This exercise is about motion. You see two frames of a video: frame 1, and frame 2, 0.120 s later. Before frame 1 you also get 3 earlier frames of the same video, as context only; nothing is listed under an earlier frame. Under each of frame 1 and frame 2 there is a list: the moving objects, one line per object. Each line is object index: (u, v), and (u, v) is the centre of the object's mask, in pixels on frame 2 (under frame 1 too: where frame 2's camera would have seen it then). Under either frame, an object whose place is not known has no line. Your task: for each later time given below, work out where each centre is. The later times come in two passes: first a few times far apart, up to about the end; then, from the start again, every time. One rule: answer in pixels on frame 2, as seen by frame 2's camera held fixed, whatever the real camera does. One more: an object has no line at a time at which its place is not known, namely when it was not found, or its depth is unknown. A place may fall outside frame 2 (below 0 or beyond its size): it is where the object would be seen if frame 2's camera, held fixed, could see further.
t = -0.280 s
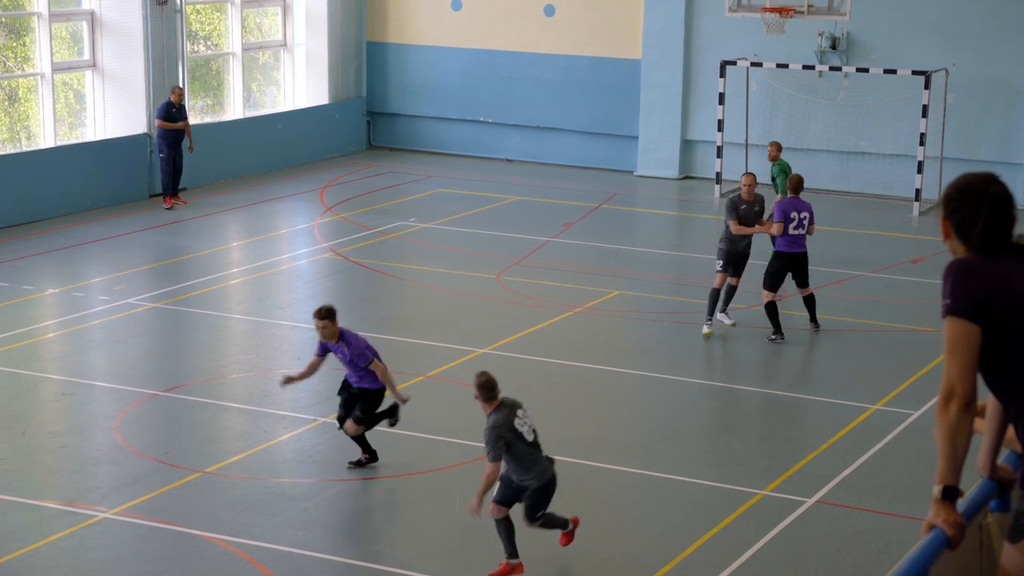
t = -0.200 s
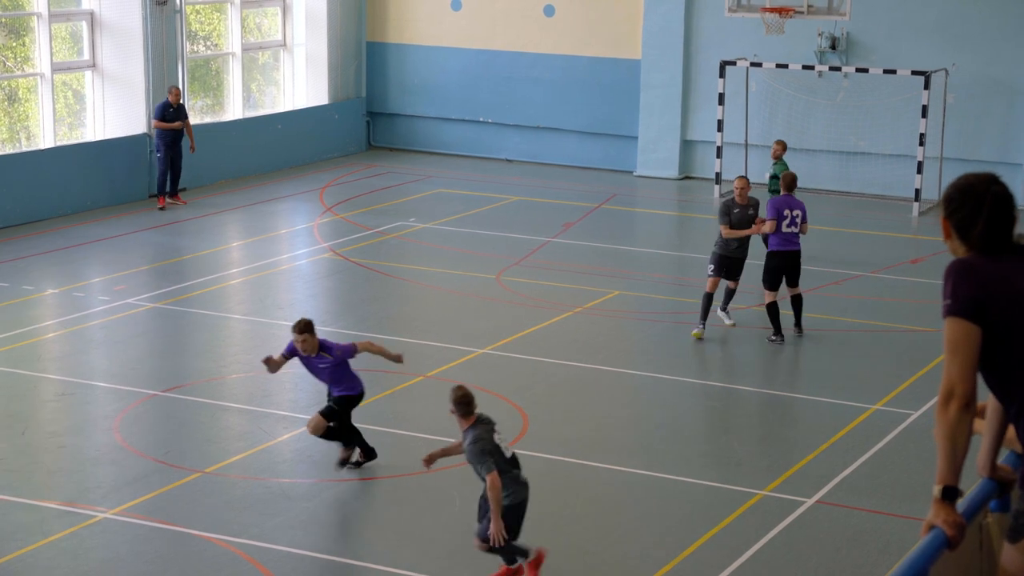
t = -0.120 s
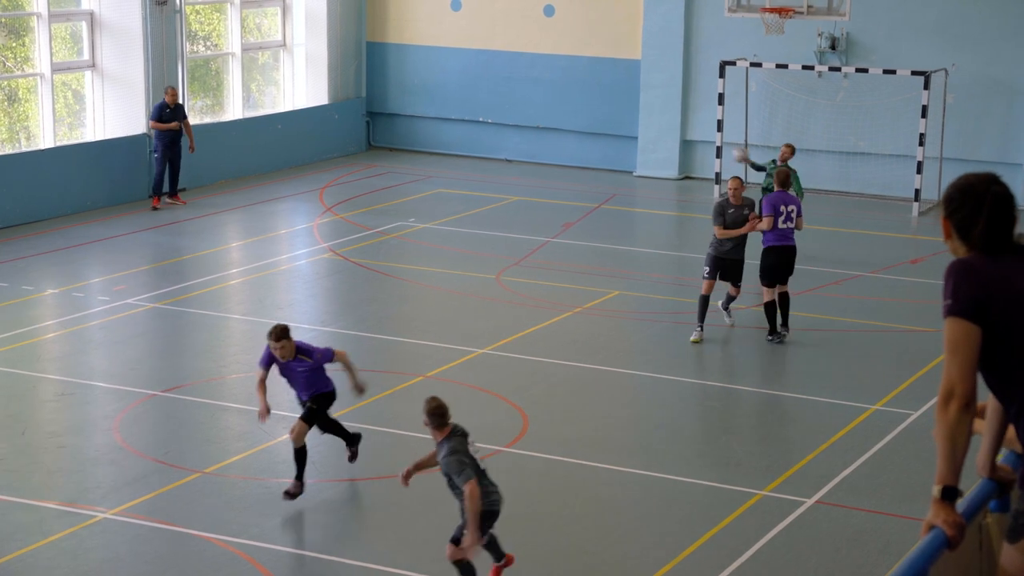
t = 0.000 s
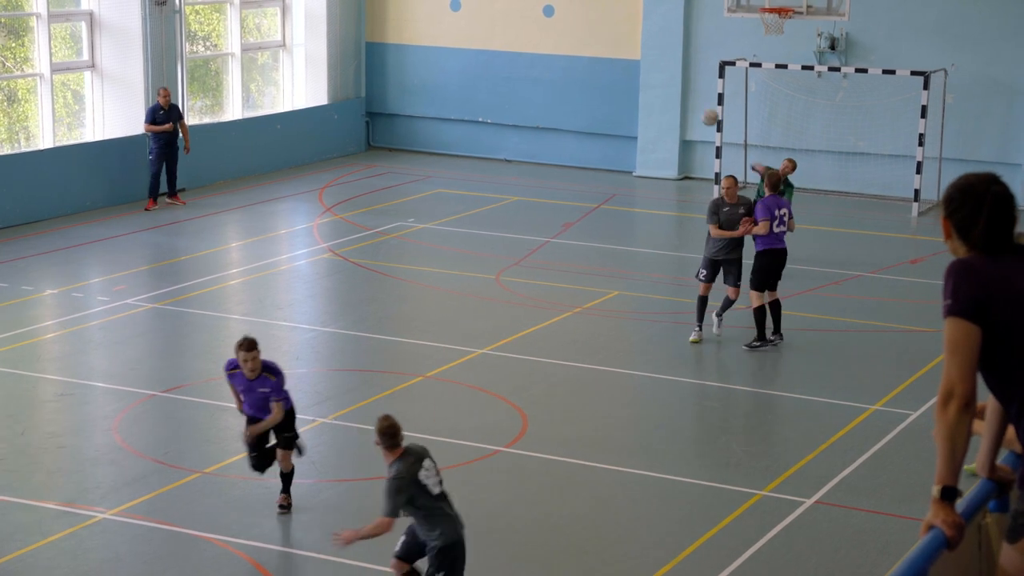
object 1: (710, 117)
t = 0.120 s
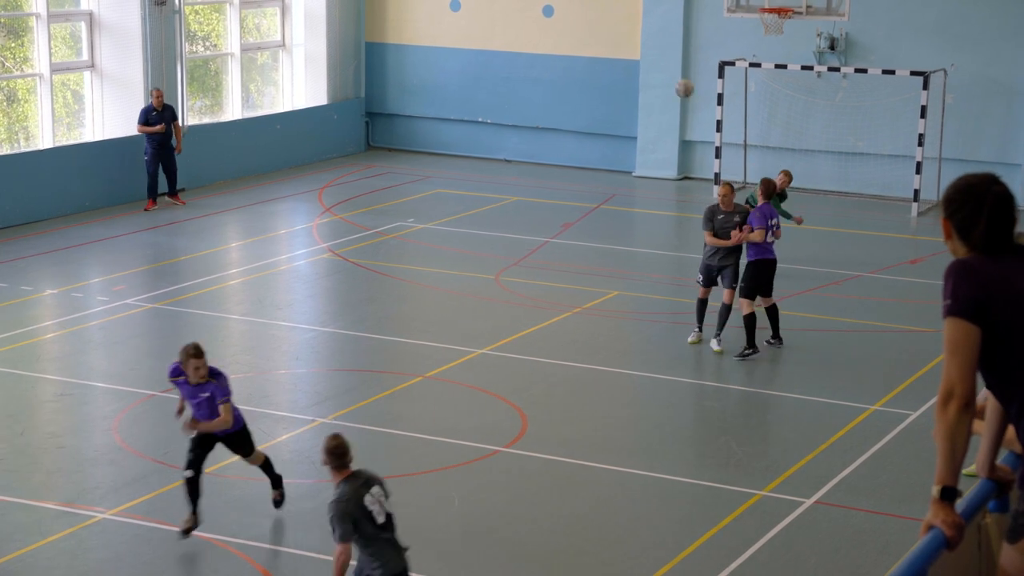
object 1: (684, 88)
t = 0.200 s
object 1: (663, 72)
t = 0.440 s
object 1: (574, 50)
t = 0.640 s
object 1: (458, 74)
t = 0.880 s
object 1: (239, 191)
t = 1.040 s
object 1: (13, 371)
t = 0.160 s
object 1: (674, 80)
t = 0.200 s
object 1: (663, 72)
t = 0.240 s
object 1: (651, 66)
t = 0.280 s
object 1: (638, 60)
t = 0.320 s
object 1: (624, 56)
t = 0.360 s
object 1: (609, 52)
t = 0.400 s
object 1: (592, 50)
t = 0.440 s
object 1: (574, 50)
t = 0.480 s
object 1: (554, 51)
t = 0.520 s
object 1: (533, 53)
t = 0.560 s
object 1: (511, 57)
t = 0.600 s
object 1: (485, 64)
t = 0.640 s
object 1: (458, 74)
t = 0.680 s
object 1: (429, 85)
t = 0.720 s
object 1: (396, 99)
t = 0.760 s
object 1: (363, 117)
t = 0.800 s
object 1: (324, 138)
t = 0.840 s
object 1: (283, 162)
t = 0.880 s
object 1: (239, 191)
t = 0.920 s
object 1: (190, 226)
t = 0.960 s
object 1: (135, 267)
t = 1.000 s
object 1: (73, 315)
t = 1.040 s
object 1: (13, 371)
